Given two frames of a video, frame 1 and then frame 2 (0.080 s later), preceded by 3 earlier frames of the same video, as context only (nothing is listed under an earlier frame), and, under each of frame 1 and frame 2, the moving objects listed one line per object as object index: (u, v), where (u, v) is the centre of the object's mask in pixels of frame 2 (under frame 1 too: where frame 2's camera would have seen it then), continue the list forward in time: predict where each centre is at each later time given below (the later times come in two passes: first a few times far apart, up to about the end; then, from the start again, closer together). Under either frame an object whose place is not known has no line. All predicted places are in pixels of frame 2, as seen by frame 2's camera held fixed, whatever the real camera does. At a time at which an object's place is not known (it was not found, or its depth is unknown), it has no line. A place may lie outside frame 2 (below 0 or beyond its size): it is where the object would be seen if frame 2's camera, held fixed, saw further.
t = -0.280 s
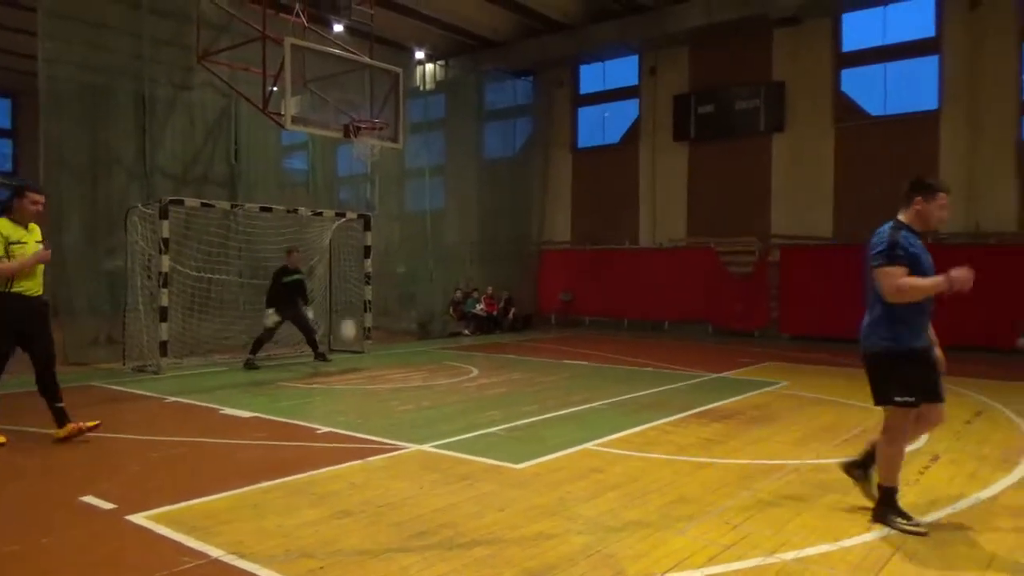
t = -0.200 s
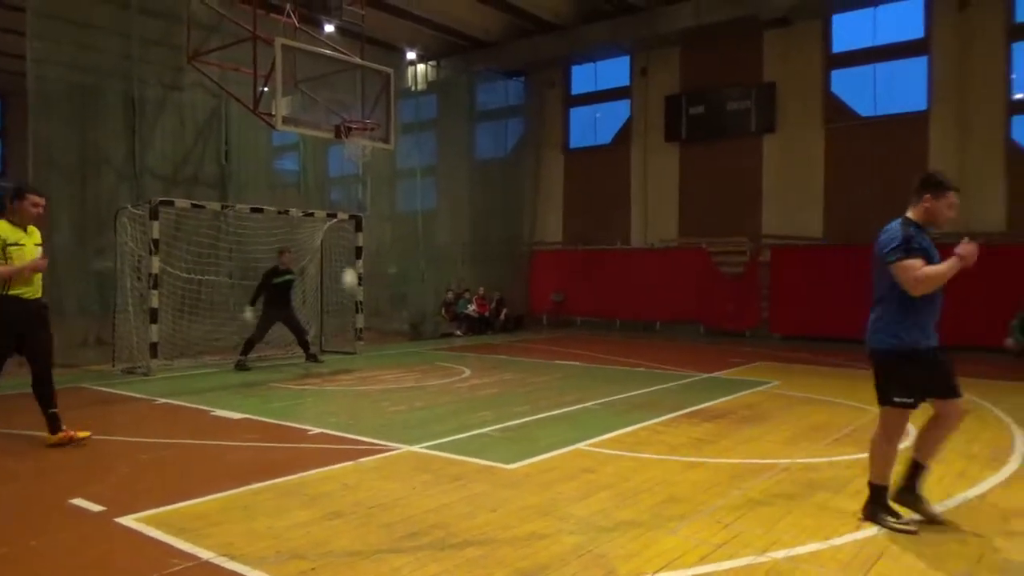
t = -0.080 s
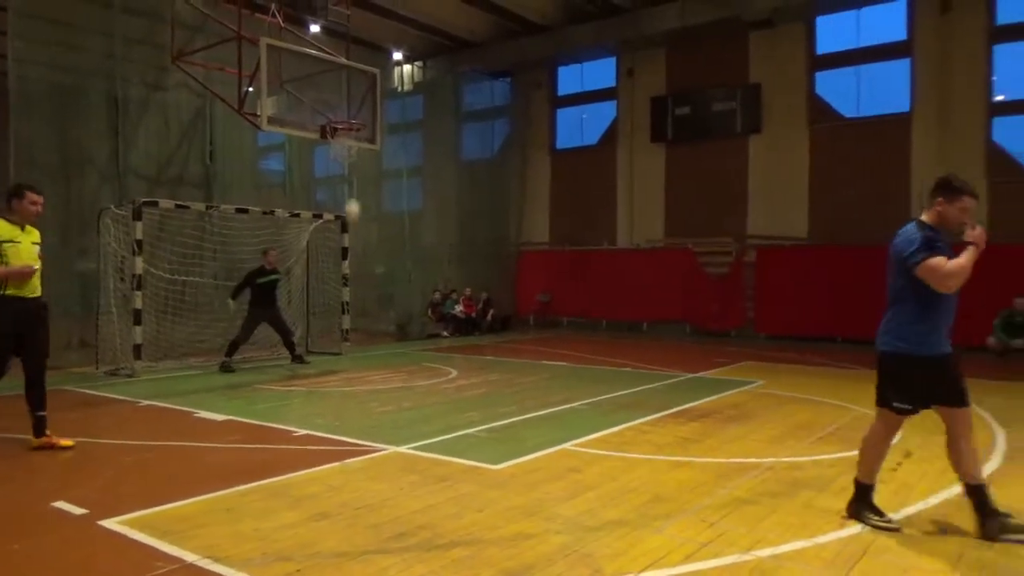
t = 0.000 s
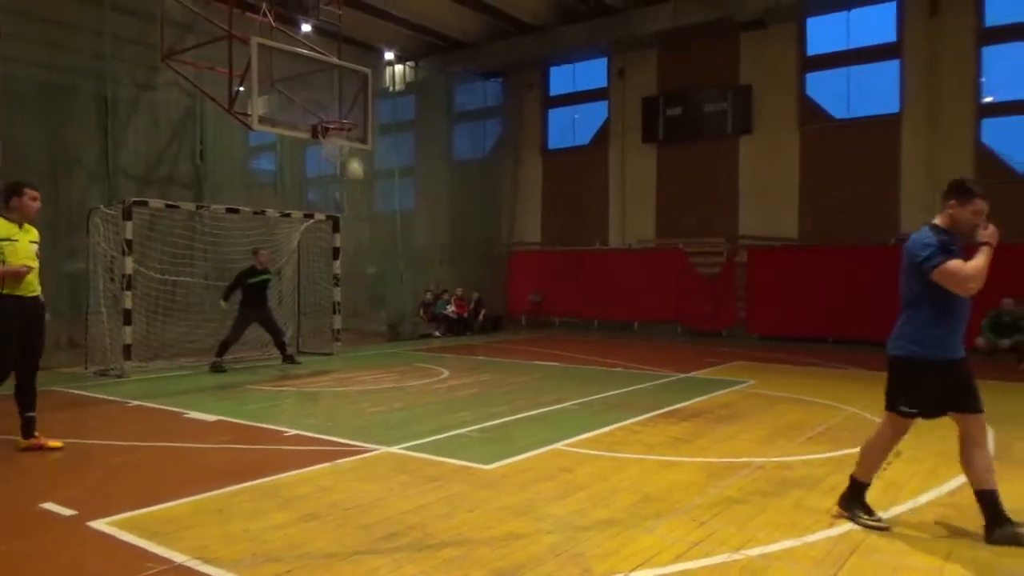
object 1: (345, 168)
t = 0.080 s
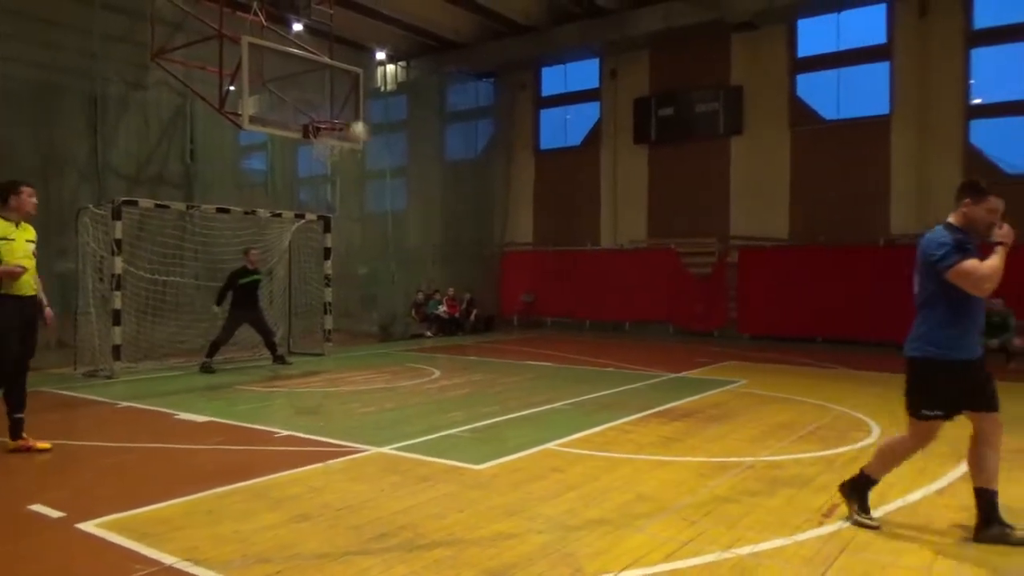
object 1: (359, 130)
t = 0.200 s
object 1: (376, 87)
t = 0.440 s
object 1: (416, 29)
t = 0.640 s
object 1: (453, 19)
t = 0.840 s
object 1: (490, 48)
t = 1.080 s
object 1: (538, 144)
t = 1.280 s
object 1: (580, 282)
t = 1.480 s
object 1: (627, 358)
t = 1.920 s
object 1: (749, 150)
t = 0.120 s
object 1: (364, 115)
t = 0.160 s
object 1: (371, 100)
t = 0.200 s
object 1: (376, 87)
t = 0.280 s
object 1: (389, 61)
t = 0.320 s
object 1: (396, 51)
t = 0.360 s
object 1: (402, 42)
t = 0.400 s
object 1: (409, 35)
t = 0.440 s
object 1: (416, 29)
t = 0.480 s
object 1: (423, 24)
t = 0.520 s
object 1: (431, 20)
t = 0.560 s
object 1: (438, 18)
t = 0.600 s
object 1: (446, 17)
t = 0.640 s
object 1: (453, 19)
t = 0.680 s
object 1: (460, 21)
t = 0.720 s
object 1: (467, 25)
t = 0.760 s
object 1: (475, 31)
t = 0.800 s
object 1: (483, 39)
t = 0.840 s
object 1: (490, 48)
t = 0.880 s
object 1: (498, 60)
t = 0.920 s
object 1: (505, 72)
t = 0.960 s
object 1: (513, 87)
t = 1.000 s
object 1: (522, 103)
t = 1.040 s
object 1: (530, 122)
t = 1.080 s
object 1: (538, 144)
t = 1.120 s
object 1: (545, 167)
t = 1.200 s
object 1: (562, 219)
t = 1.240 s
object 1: (572, 250)
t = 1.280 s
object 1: (580, 282)
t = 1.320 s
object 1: (590, 316)
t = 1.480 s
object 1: (627, 358)
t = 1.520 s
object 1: (639, 333)
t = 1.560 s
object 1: (648, 308)
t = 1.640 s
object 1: (668, 261)
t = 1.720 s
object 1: (689, 221)
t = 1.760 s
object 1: (702, 203)
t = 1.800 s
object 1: (713, 187)
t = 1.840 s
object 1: (724, 173)
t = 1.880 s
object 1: (736, 160)
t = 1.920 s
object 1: (749, 150)
